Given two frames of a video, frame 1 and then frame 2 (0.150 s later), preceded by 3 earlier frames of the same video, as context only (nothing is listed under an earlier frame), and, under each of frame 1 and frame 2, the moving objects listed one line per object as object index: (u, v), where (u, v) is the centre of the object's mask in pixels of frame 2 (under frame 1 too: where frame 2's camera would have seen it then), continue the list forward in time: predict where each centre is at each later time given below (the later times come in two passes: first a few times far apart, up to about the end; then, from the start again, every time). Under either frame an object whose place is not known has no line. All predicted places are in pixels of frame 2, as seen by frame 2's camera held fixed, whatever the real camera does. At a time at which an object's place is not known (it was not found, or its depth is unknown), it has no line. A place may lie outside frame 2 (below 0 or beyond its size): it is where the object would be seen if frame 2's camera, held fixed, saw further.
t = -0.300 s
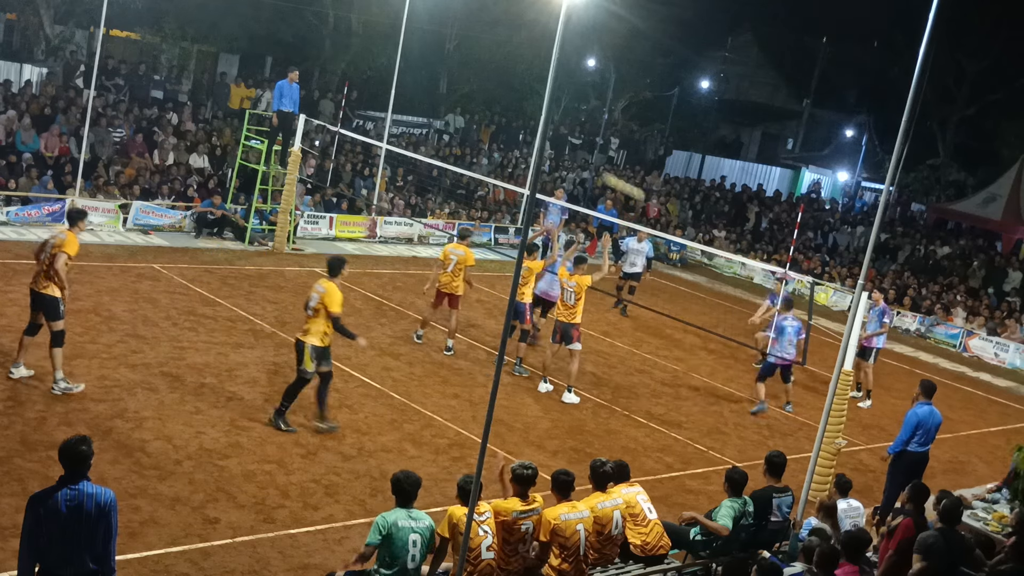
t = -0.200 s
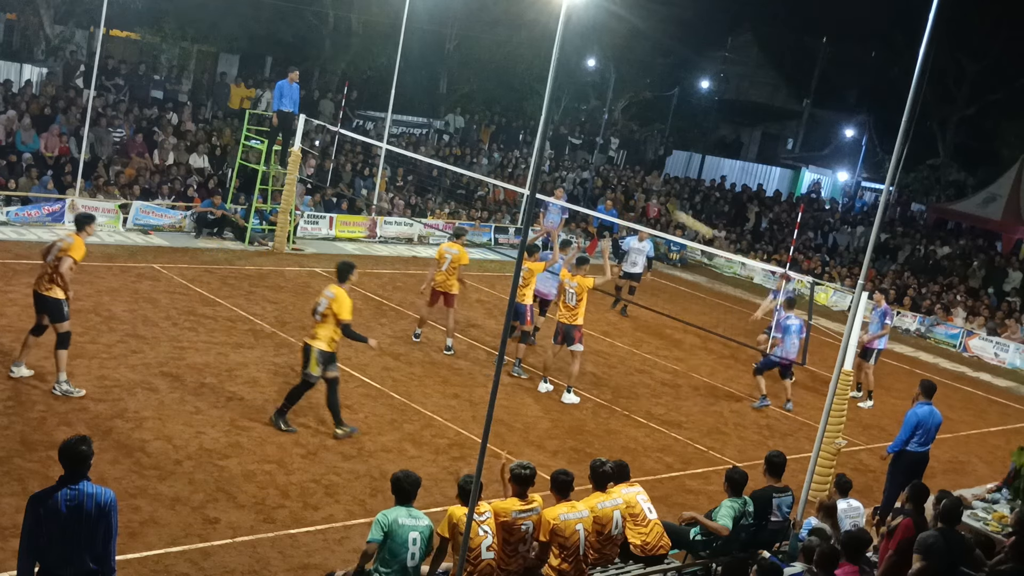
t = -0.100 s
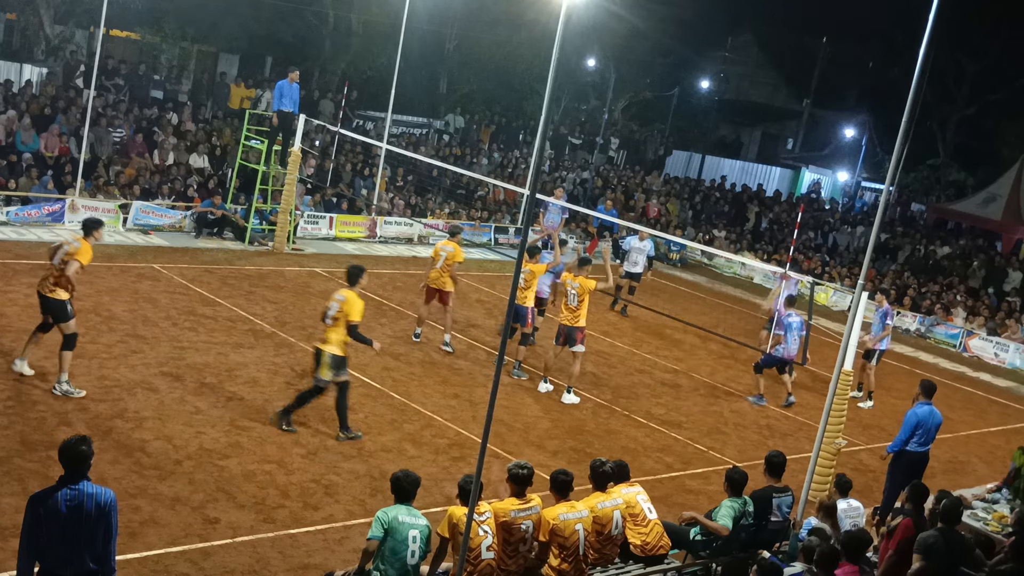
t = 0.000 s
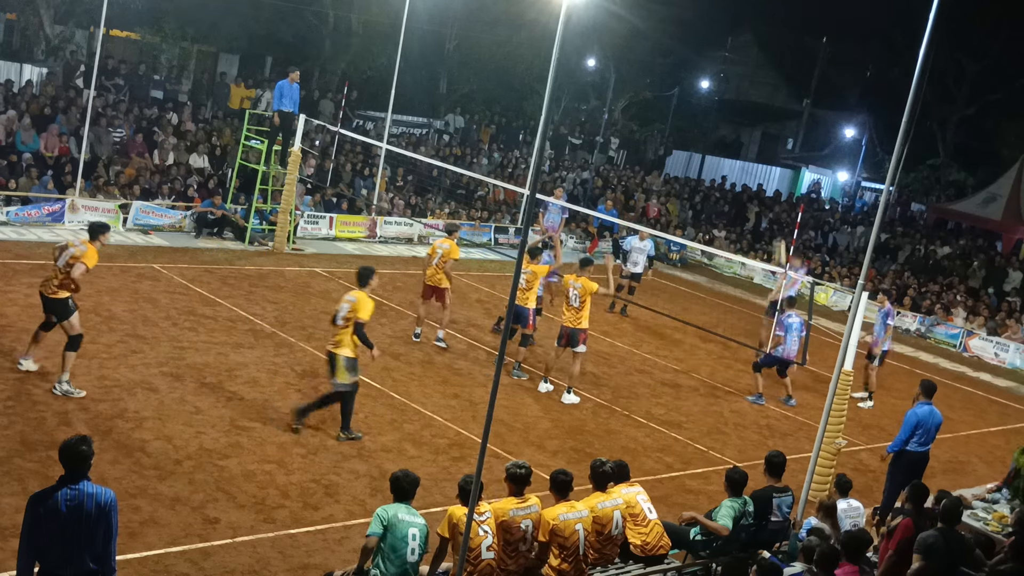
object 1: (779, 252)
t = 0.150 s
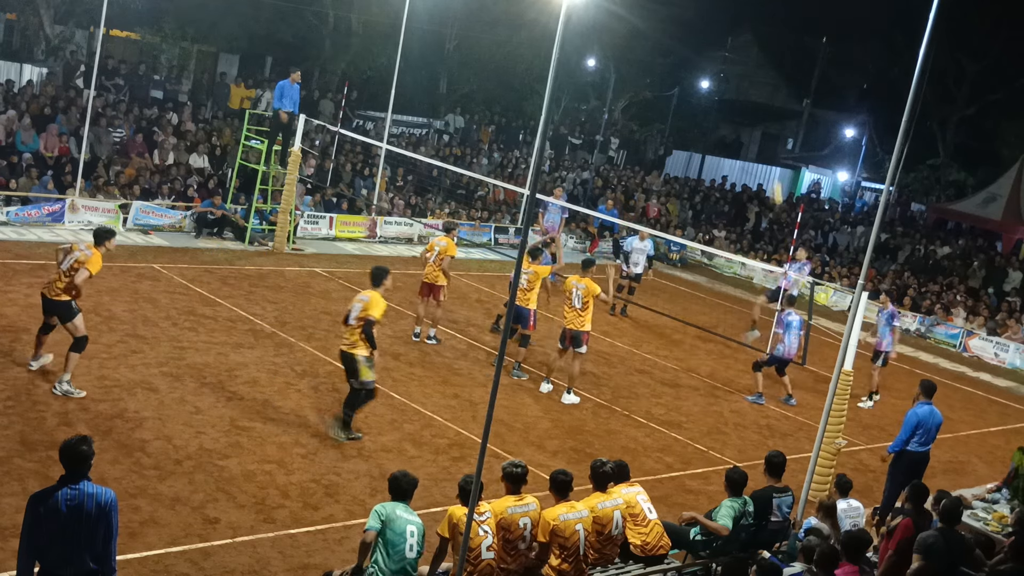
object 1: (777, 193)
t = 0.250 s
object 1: (771, 157)
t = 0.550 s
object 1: (752, 95)
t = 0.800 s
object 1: (727, 83)
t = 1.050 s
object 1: (694, 107)
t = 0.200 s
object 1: (774, 174)
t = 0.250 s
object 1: (771, 157)
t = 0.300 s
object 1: (769, 145)
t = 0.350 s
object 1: (767, 133)
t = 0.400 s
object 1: (763, 121)
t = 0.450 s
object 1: (760, 111)
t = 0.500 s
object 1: (756, 103)
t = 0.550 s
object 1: (752, 95)
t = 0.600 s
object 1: (748, 91)
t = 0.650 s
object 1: (743, 86)
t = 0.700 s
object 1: (738, 84)
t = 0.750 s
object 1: (733, 83)
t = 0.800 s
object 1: (727, 83)
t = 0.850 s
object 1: (722, 85)
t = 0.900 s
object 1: (716, 88)
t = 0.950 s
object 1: (708, 94)
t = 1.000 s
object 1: (701, 99)
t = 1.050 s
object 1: (694, 107)
